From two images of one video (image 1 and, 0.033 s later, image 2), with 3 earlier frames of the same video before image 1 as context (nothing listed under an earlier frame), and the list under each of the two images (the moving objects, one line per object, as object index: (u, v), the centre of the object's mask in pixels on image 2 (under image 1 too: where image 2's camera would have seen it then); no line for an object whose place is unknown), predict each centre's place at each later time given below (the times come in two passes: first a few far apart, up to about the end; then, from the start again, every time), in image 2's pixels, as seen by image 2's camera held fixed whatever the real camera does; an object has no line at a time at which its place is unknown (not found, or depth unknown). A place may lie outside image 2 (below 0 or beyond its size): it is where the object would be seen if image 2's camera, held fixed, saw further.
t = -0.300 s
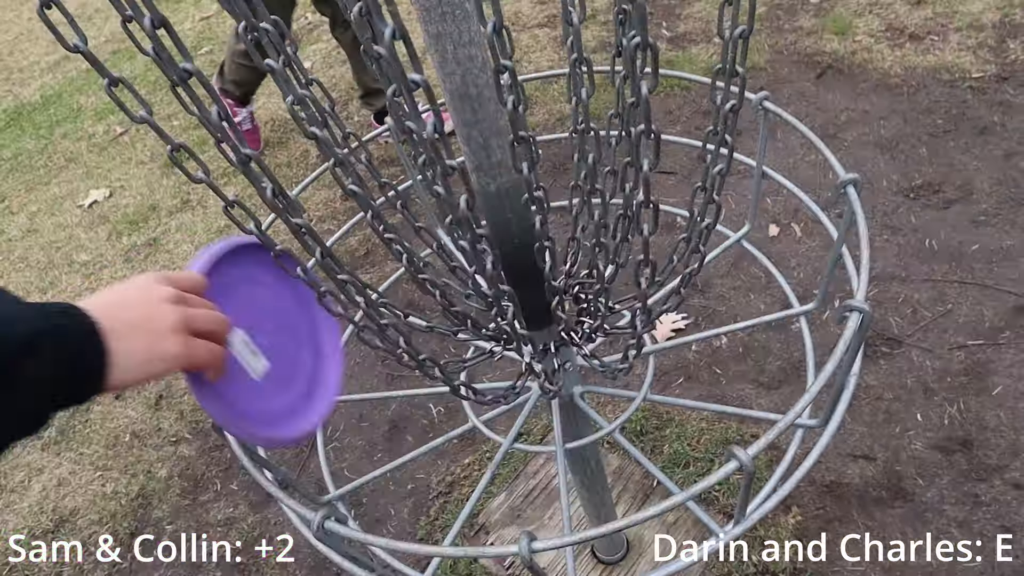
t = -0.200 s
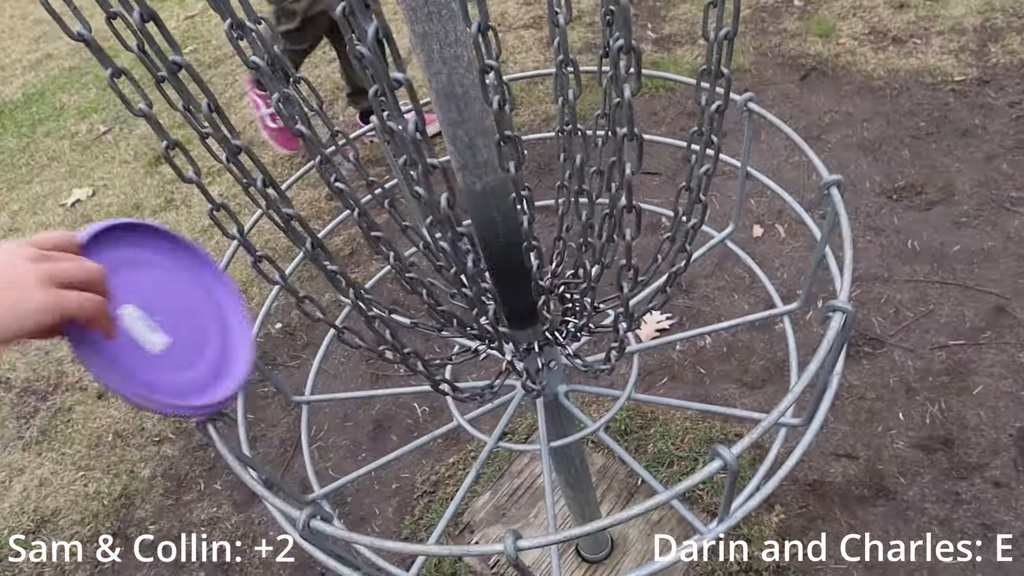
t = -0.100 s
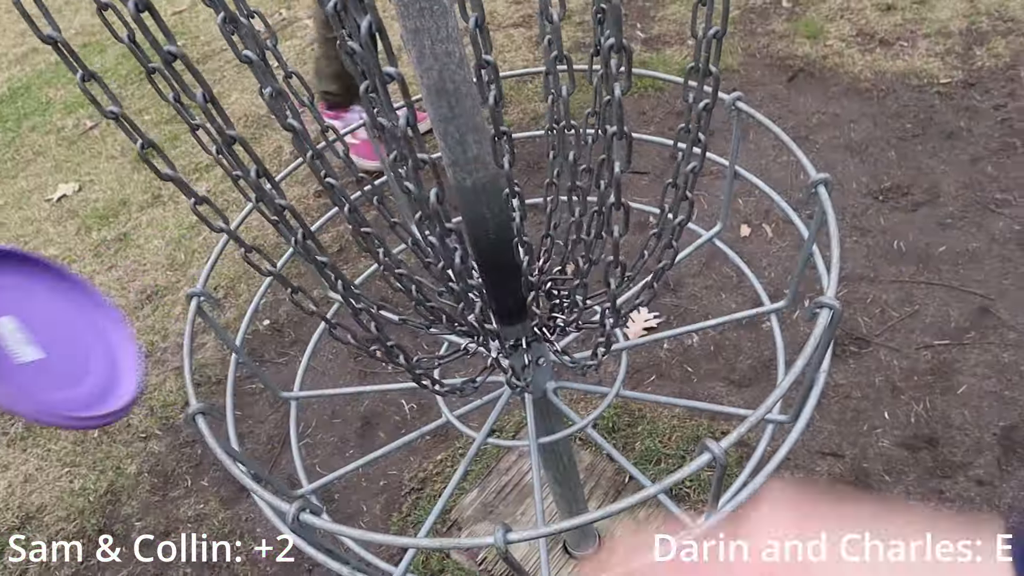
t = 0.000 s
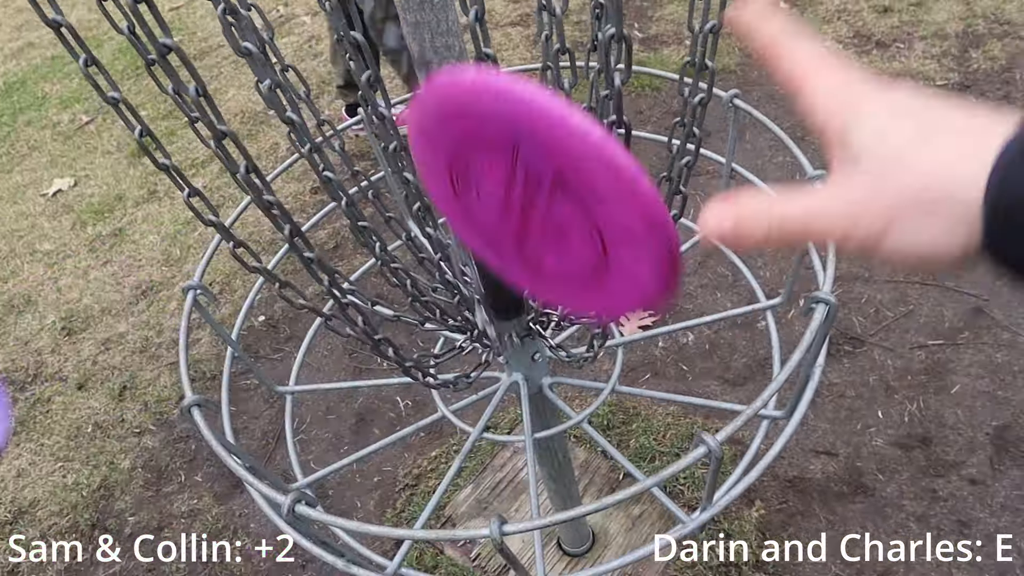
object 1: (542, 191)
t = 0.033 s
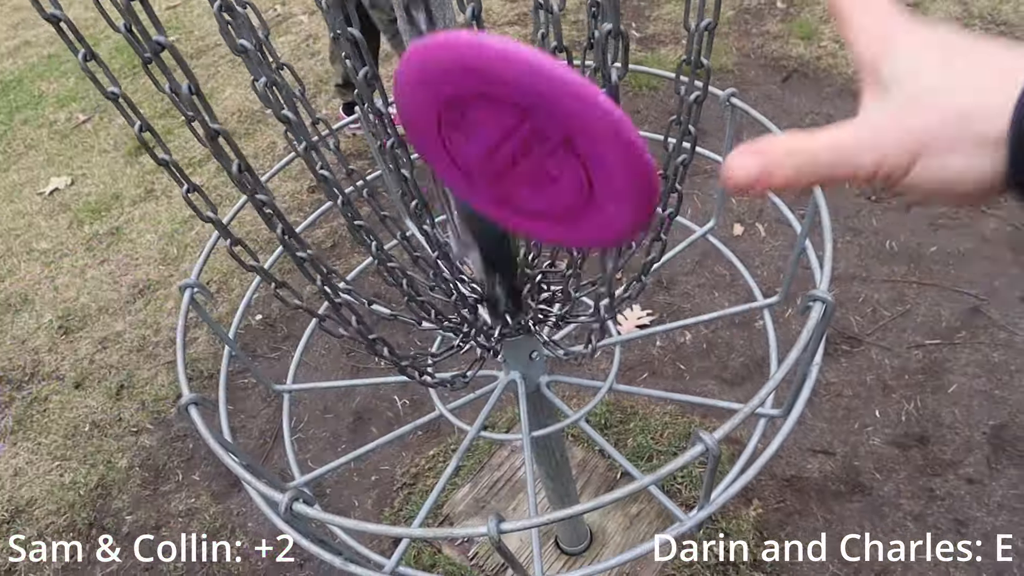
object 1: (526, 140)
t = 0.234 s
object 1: (477, 231)
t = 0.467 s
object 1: (530, 409)
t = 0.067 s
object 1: (512, 126)
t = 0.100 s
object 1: (500, 128)
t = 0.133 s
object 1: (492, 140)
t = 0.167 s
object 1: (494, 164)
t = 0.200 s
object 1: (493, 194)
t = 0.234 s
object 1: (477, 231)
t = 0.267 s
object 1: (483, 255)
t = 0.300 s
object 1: (489, 281)
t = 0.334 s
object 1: (494, 300)
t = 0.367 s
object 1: (512, 325)
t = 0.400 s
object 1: (509, 340)
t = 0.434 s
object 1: (516, 367)
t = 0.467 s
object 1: (530, 409)
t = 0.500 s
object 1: (526, 421)
